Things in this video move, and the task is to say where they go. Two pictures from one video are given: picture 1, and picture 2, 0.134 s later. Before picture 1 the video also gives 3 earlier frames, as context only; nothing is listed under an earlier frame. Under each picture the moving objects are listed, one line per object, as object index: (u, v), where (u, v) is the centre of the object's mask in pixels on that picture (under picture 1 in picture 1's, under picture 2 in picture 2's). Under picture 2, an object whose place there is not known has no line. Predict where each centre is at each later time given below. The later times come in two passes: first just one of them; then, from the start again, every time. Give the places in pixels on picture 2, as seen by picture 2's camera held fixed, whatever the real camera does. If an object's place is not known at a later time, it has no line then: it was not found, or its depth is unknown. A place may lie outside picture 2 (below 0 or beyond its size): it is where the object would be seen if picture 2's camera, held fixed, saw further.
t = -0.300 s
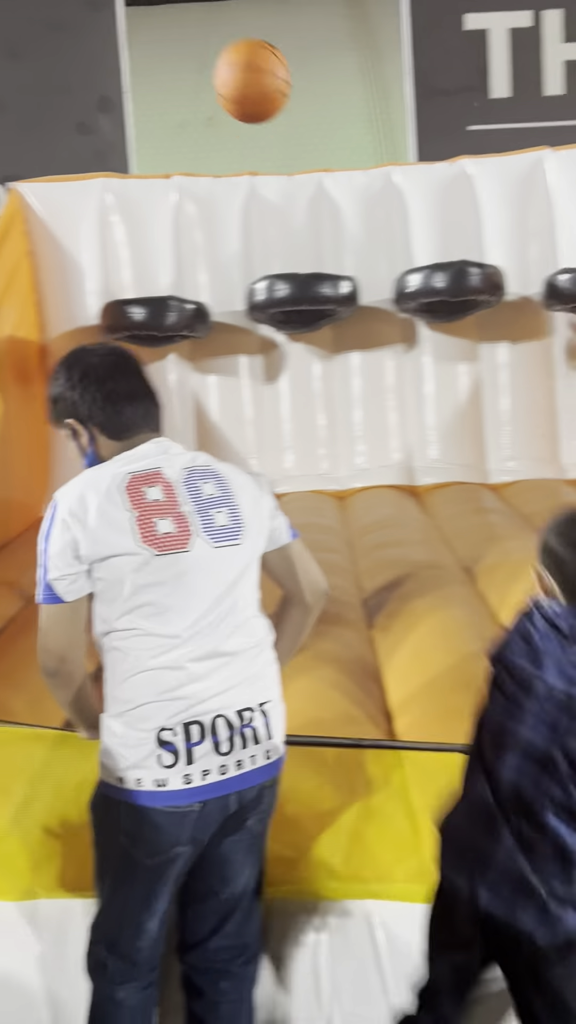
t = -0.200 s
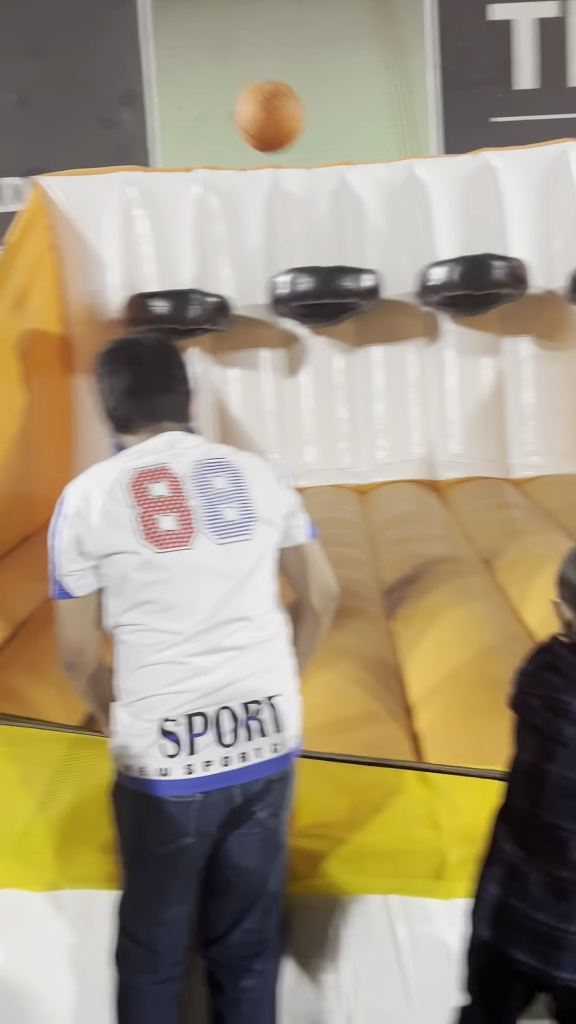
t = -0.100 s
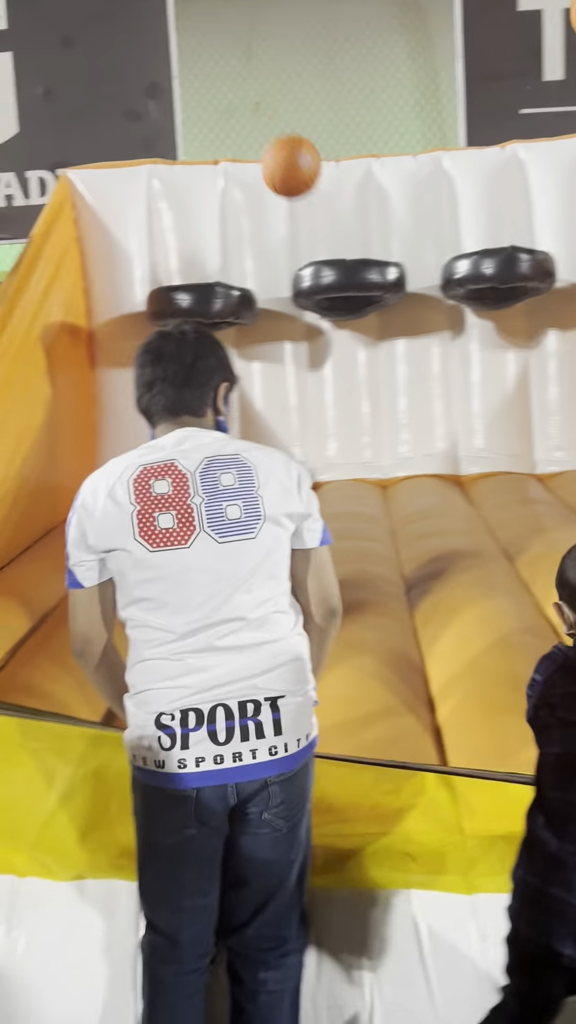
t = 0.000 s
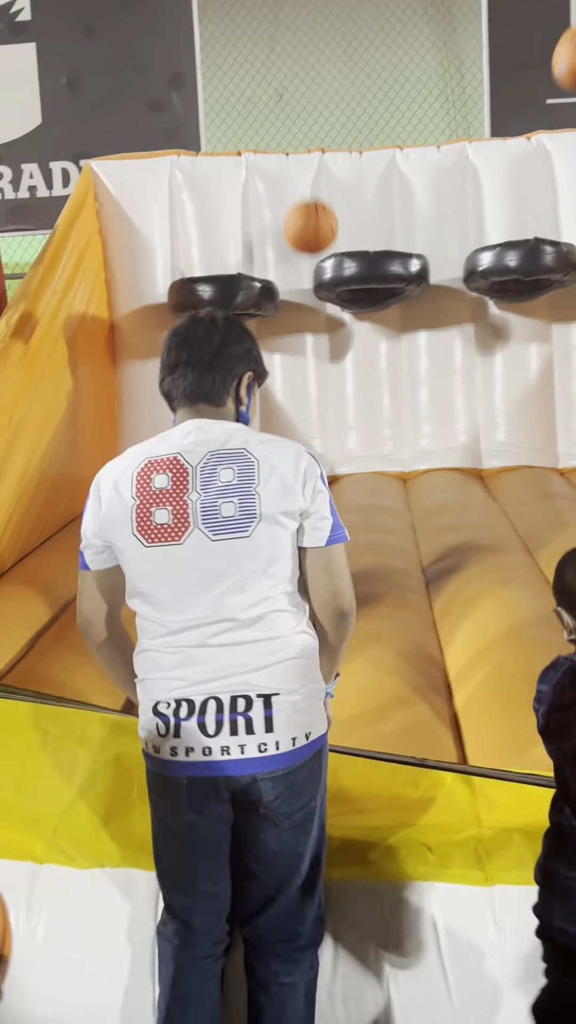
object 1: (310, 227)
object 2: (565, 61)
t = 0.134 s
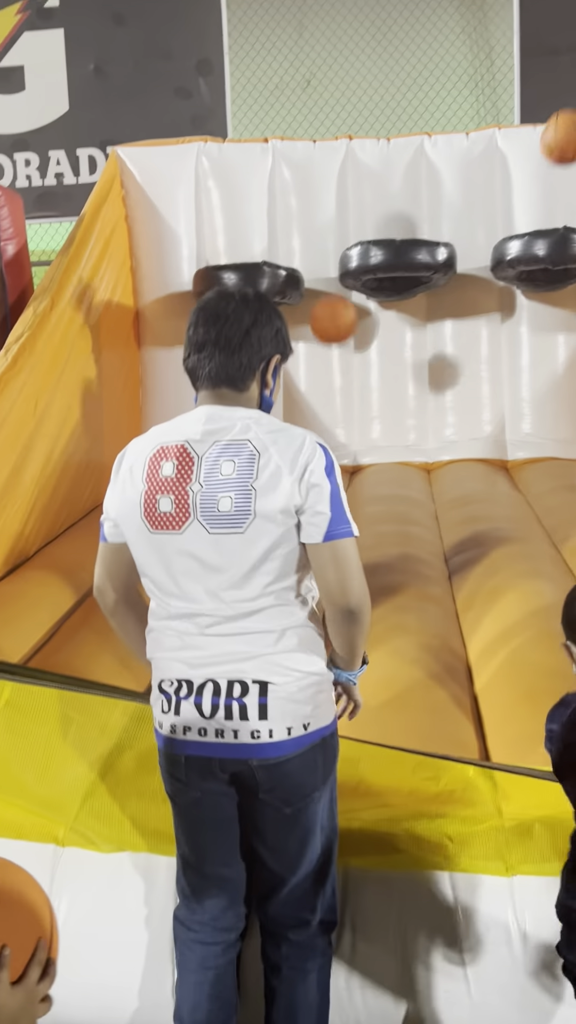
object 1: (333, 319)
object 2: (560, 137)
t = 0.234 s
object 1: (333, 406)
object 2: (536, 213)
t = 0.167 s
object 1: (333, 349)
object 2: (552, 164)
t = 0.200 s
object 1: (333, 378)
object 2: (544, 190)
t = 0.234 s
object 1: (333, 406)
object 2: (536, 213)
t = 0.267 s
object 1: (332, 435)
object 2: (531, 226)
